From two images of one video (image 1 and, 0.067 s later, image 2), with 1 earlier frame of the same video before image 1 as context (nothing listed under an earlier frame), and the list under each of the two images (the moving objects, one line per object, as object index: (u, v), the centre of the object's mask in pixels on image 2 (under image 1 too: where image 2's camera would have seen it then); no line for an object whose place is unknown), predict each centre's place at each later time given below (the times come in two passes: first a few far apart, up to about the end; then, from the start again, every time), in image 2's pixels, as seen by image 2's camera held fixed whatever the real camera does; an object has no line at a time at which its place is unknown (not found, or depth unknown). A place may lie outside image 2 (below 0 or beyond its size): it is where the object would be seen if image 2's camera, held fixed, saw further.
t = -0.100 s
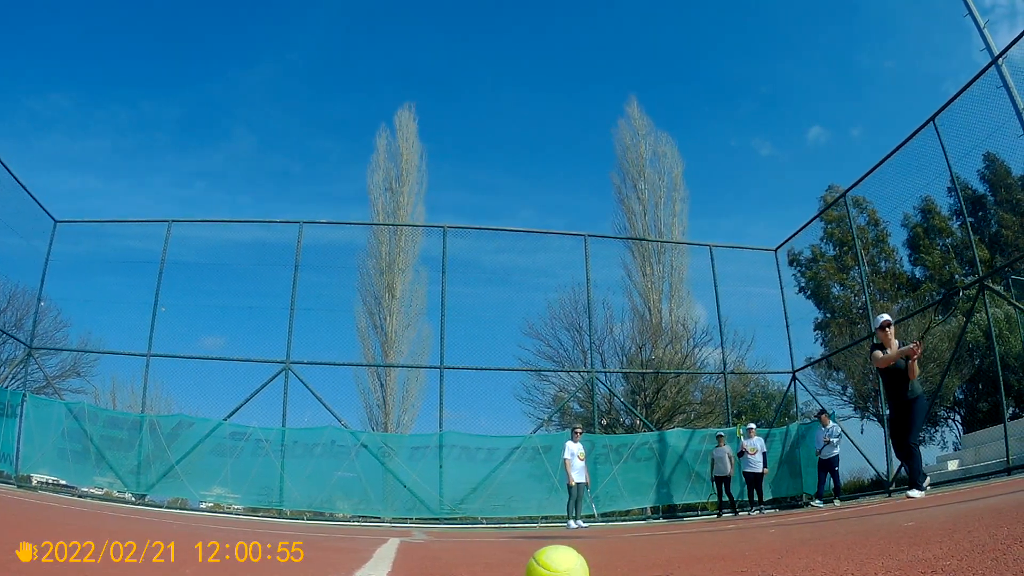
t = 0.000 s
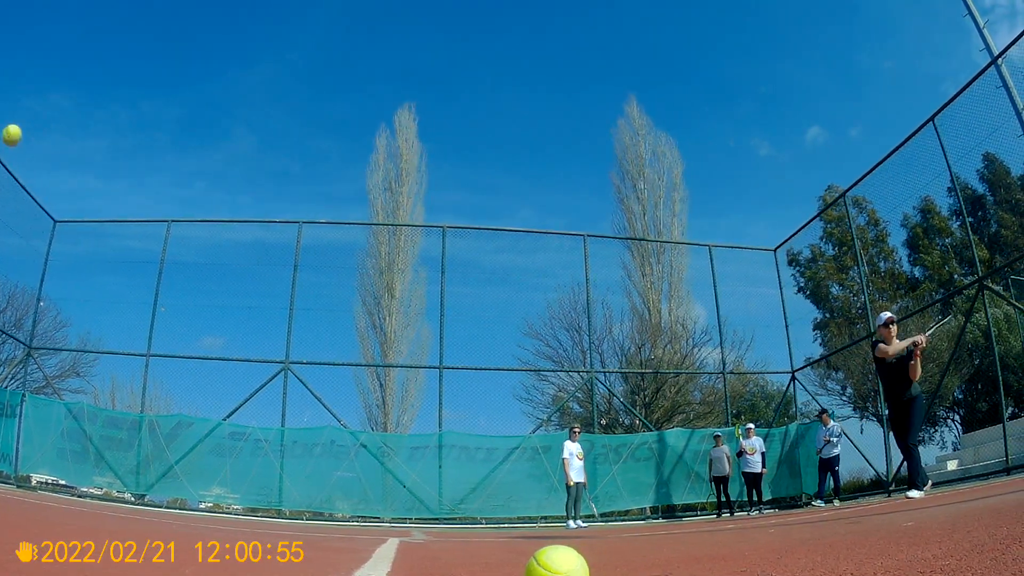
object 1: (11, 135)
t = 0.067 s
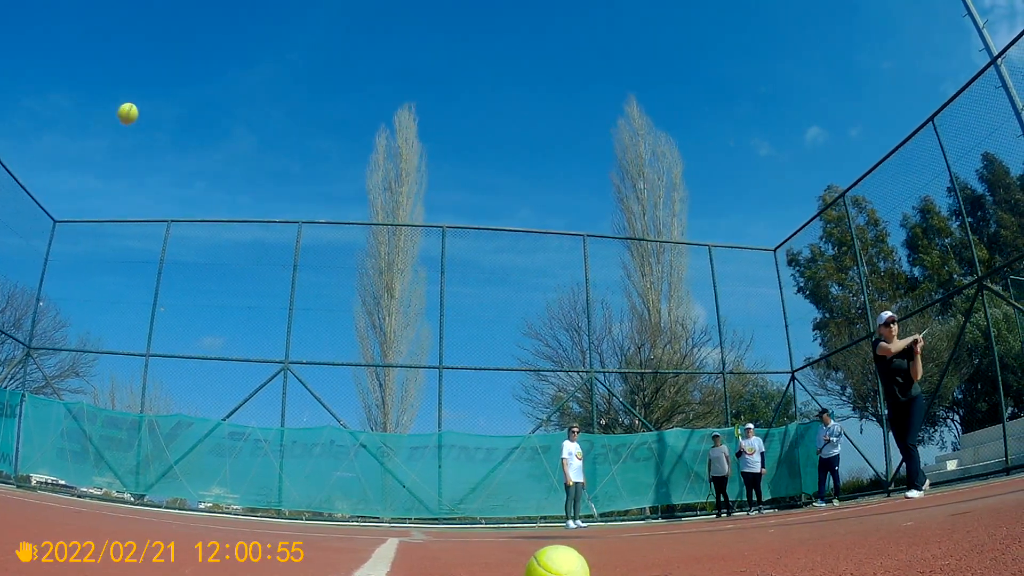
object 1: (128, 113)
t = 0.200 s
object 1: (342, 120)
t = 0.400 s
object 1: (583, 214)
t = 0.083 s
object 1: (156, 110)
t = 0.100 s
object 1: (185, 109)
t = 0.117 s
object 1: (212, 109)
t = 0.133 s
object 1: (239, 109)
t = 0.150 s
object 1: (266, 111)
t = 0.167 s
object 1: (292, 113)
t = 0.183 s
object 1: (317, 116)
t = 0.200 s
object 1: (342, 120)
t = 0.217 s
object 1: (366, 125)
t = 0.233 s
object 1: (389, 130)
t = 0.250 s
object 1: (411, 136)
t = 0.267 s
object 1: (433, 143)
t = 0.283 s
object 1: (454, 150)
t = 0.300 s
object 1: (475, 158)
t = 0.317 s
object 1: (495, 166)
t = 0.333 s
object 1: (513, 175)
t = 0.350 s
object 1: (532, 184)
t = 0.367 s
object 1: (549, 194)
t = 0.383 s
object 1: (566, 204)
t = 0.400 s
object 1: (583, 214)
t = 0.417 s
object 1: (599, 224)
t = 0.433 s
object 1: (615, 236)
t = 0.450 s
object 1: (629, 247)
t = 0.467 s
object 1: (643, 258)
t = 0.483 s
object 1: (657, 270)
